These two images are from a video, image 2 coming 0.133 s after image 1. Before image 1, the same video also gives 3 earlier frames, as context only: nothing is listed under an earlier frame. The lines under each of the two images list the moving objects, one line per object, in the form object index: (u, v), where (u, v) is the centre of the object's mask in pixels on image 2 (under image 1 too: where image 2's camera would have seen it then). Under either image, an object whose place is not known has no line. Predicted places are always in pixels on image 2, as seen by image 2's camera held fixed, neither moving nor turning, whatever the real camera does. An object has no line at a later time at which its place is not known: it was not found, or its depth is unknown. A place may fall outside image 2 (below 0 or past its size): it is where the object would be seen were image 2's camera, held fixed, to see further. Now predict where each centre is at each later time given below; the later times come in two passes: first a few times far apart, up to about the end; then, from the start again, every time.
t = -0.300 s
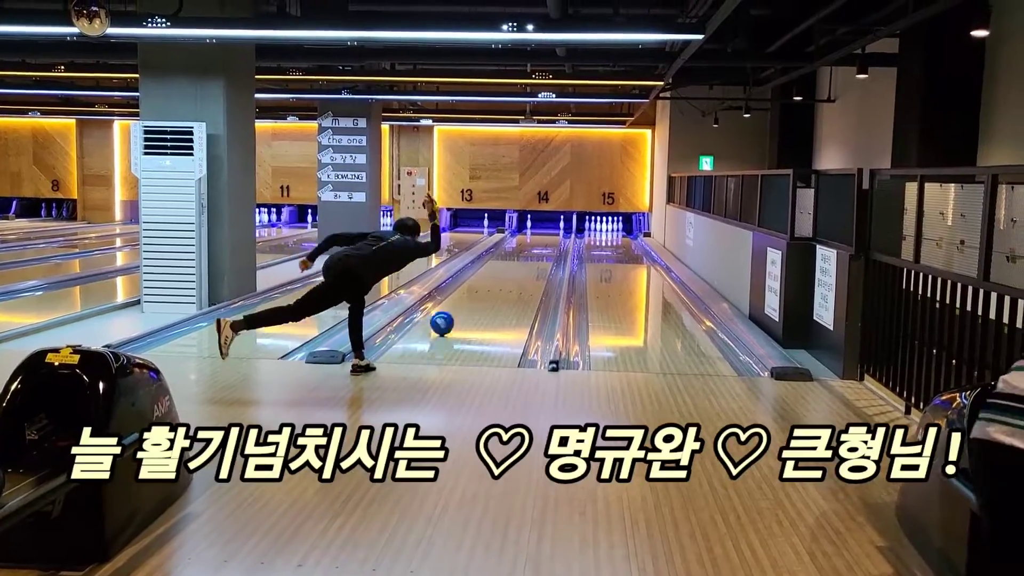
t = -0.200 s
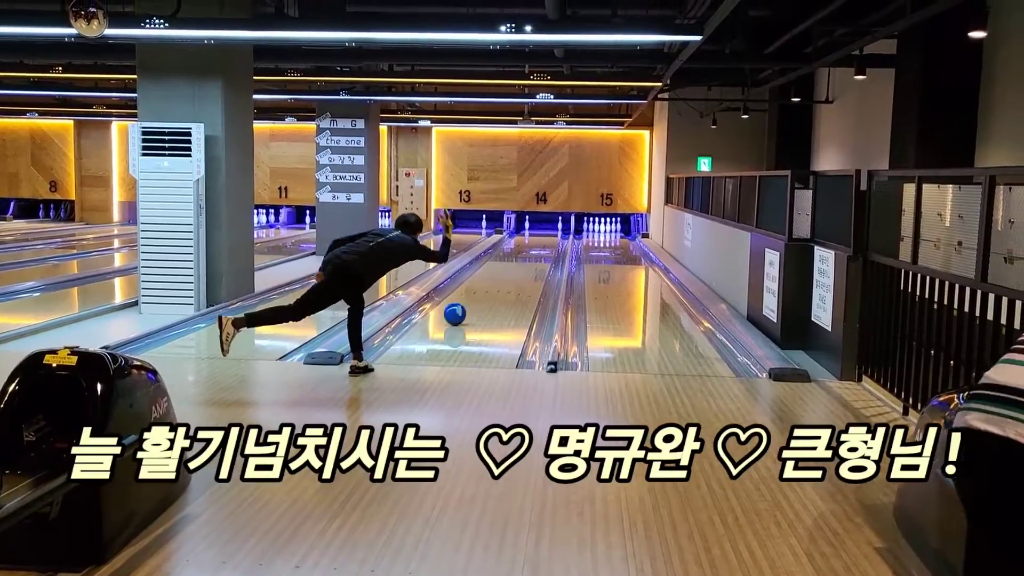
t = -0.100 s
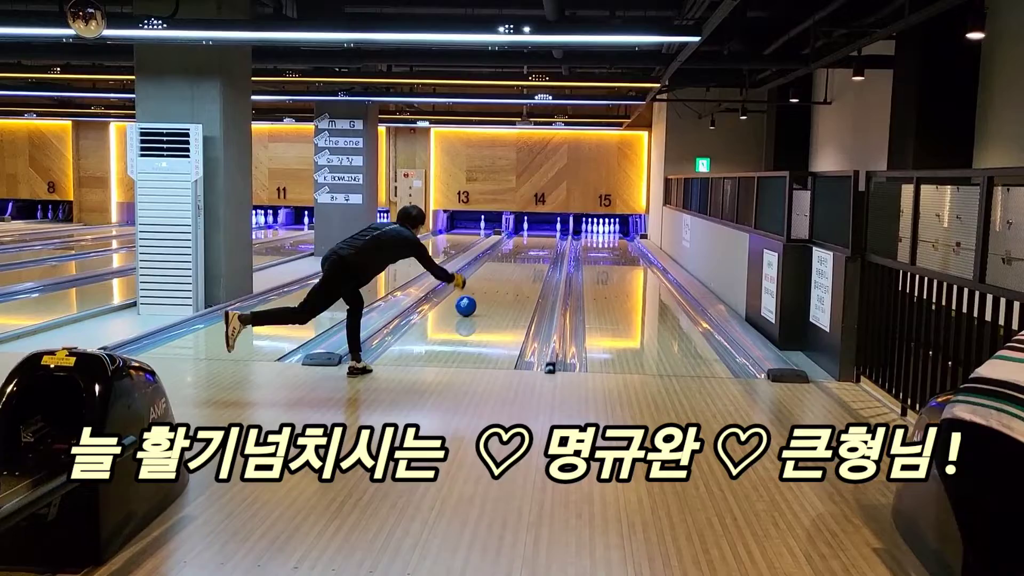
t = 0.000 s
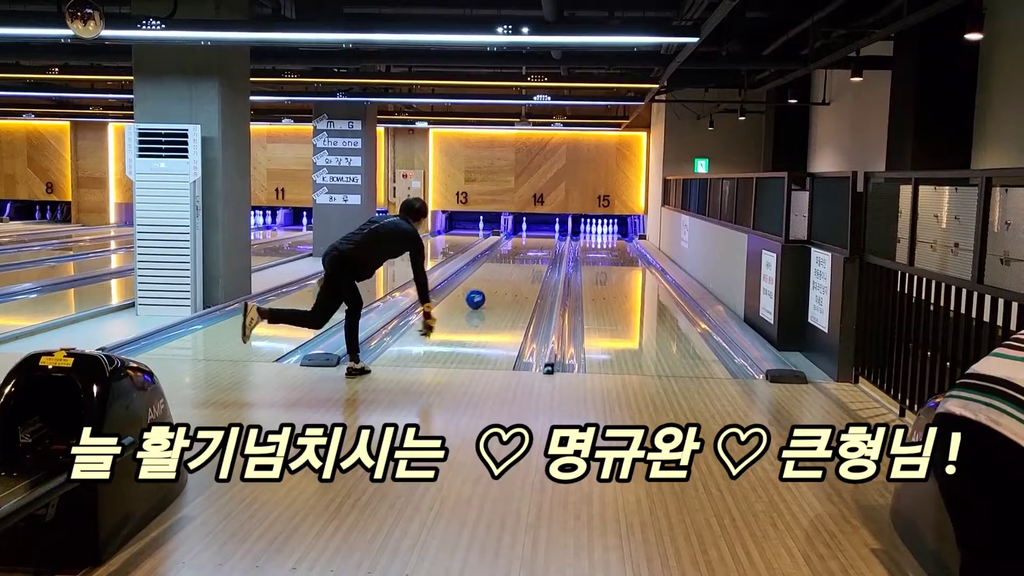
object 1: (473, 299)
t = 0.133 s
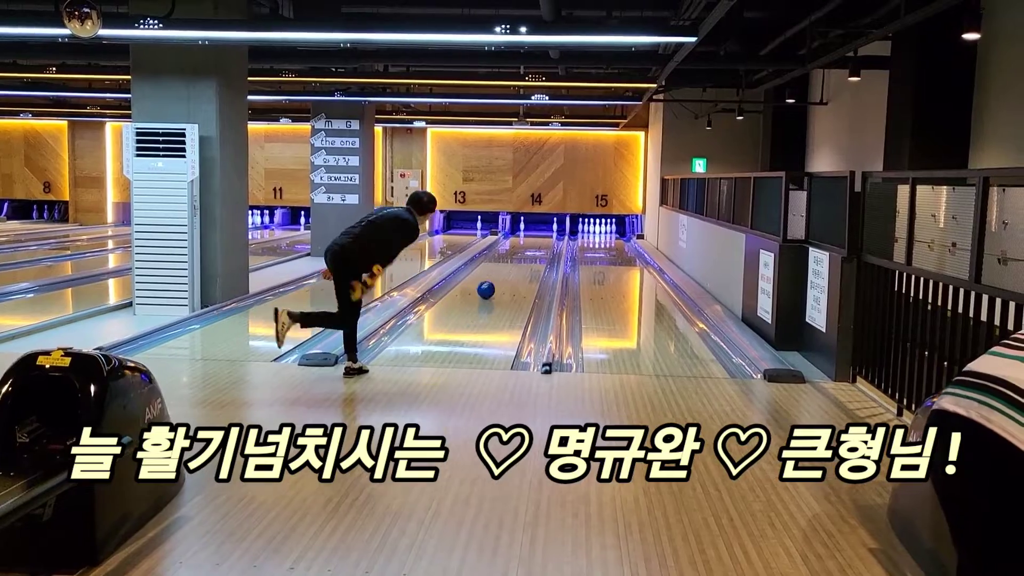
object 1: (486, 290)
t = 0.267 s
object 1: (496, 282)
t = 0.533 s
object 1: (513, 270)
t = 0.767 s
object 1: (524, 261)
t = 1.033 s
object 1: (534, 254)
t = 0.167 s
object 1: (489, 288)
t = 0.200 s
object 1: (491, 286)
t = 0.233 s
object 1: (494, 284)
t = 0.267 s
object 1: (496, 282)
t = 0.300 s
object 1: (499, 280)
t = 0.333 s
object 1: (501, 278)
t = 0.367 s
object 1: (503, 277)
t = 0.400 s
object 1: (505, 275)
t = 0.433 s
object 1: (507, 274)
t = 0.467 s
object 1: (509, 272)
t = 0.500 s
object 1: (511, 271)
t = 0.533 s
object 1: (513, 270)
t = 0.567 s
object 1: (515, 268)
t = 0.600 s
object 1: (516, 267)
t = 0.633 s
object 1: (518, 266)
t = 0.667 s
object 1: (519, 265)
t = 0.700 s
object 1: (521, 264)
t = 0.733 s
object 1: (522, 263)
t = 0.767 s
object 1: (524, 261)
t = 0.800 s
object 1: (526, 260)
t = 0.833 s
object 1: (527, 259)
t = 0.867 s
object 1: (528, 258)
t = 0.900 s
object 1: (529, 257)
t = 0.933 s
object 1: (530, 257)
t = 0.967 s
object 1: (531, 256)
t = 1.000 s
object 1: (533, 255)
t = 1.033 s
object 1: (534, 254)
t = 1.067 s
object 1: (535, 253)
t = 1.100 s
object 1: (536, 252)
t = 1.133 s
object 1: (537, 251)
